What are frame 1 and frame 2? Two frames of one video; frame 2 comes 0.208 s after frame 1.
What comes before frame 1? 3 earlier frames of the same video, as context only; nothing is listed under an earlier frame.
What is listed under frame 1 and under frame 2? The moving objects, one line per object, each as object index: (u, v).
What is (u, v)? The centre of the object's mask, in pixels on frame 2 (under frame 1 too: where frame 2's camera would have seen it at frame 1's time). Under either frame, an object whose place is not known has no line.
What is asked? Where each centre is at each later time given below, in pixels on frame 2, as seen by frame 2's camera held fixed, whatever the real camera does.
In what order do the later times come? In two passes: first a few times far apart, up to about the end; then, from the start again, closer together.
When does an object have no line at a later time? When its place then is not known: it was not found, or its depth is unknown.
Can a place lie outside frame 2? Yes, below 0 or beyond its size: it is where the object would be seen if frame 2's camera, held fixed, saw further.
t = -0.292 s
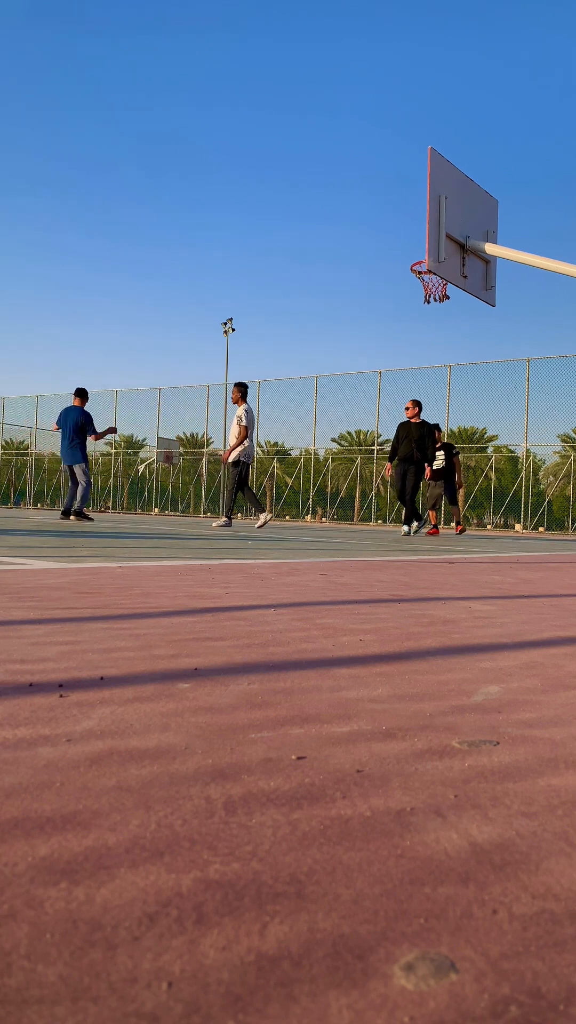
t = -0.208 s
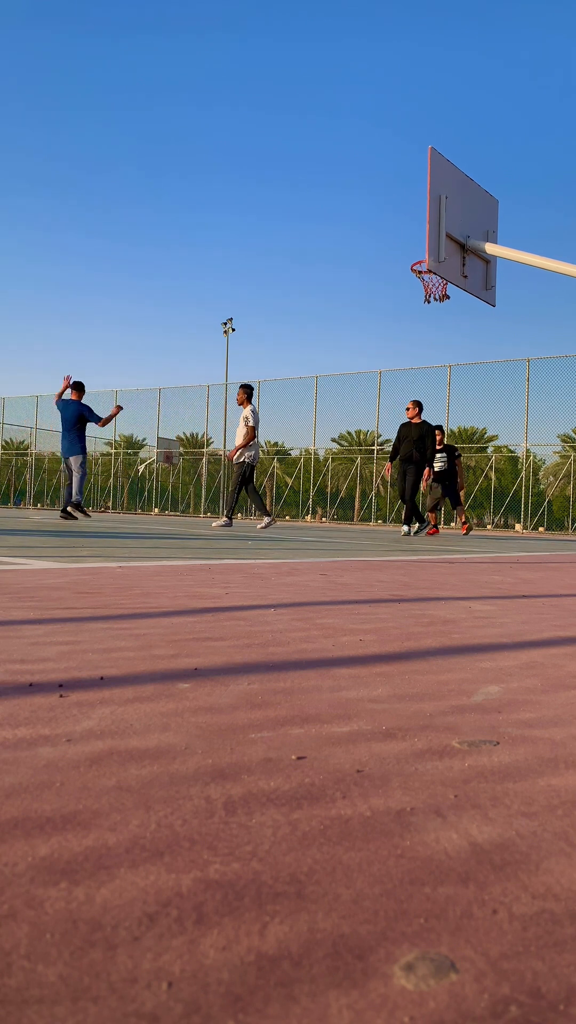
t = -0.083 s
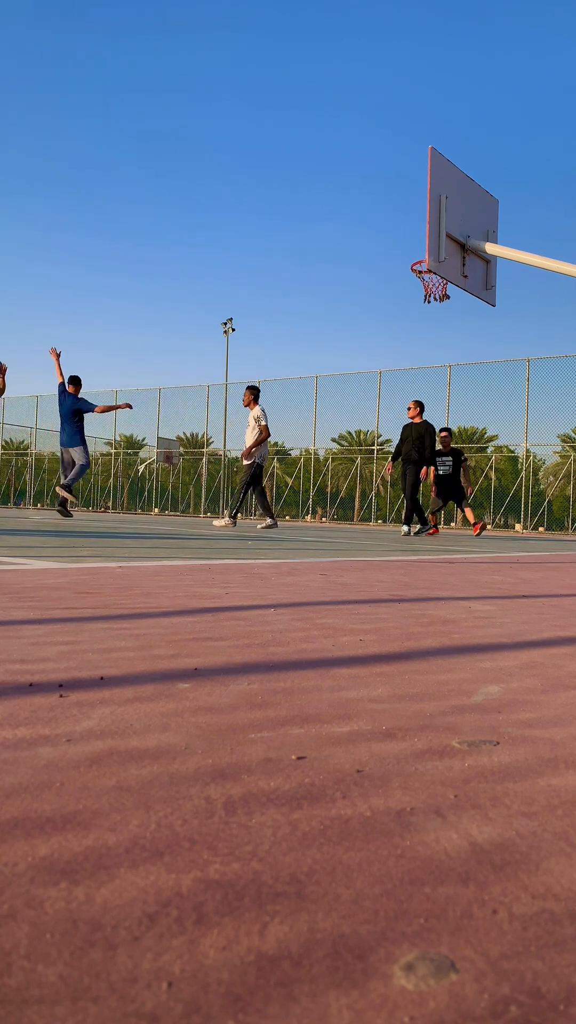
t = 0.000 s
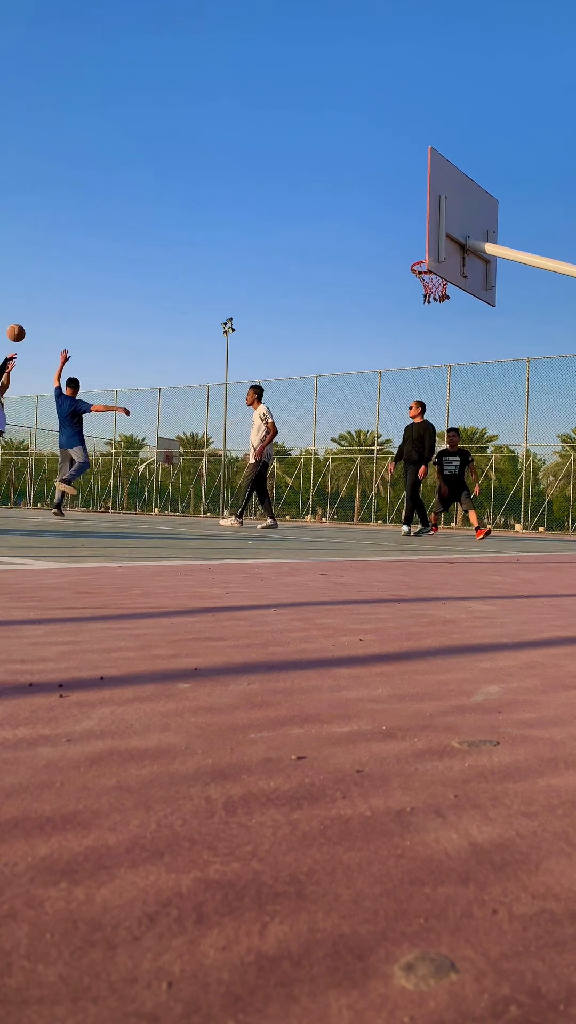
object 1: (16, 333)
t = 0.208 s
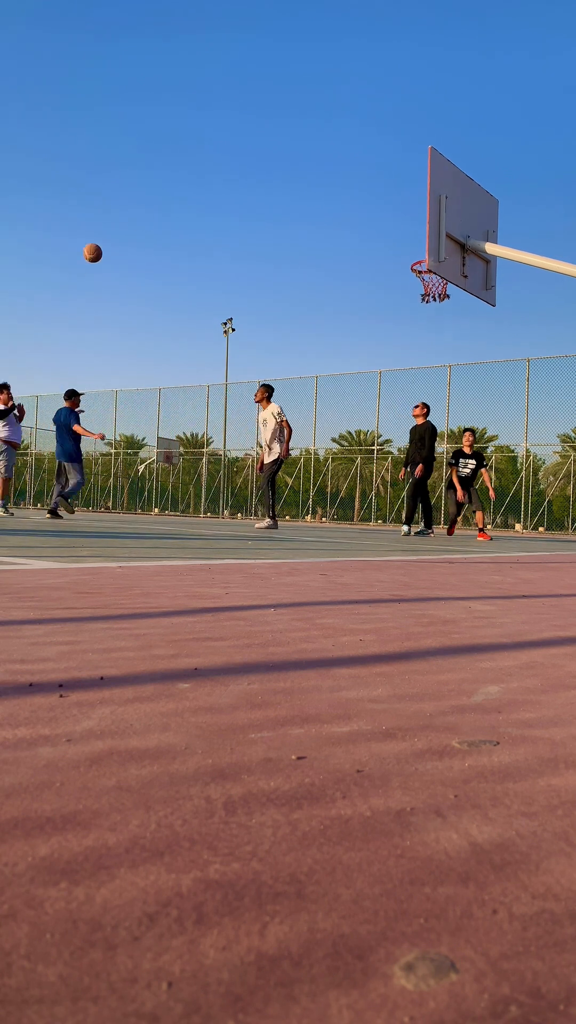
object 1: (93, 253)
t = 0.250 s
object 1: (108, 240)
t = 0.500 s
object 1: (202, 188)
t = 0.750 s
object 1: (299, 181)
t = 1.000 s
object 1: (401, 223)
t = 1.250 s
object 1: (383, 240)
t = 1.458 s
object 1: (293, 244)
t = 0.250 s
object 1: (108, 240)
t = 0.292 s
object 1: (123, 229)
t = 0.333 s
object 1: (139, 218)
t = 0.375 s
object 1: (155, 209)
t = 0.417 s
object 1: (171, 201)
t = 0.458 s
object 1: (186, 194)
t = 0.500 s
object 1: (202, 188)
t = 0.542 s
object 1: (218, 184)
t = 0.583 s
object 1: (234, 181)
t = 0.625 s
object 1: (250, 179)
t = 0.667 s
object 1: (266, 178)
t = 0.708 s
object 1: (282, 179)
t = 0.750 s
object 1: (299, 181)
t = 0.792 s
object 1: (316, 184)
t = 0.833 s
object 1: (333, 189)
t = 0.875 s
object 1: (350, 195)
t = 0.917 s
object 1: (366, 203)
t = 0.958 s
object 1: (384, 212)
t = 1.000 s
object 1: (401, 223)
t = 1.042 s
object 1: (418, 236)
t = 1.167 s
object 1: (418, 249)
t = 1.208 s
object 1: (402, 243)
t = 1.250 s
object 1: (383, 240)
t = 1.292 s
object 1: (364, 237)
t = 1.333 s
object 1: (346, 237)
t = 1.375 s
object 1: (328, 238)
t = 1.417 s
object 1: (310, 240)
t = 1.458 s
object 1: (293, 244)
